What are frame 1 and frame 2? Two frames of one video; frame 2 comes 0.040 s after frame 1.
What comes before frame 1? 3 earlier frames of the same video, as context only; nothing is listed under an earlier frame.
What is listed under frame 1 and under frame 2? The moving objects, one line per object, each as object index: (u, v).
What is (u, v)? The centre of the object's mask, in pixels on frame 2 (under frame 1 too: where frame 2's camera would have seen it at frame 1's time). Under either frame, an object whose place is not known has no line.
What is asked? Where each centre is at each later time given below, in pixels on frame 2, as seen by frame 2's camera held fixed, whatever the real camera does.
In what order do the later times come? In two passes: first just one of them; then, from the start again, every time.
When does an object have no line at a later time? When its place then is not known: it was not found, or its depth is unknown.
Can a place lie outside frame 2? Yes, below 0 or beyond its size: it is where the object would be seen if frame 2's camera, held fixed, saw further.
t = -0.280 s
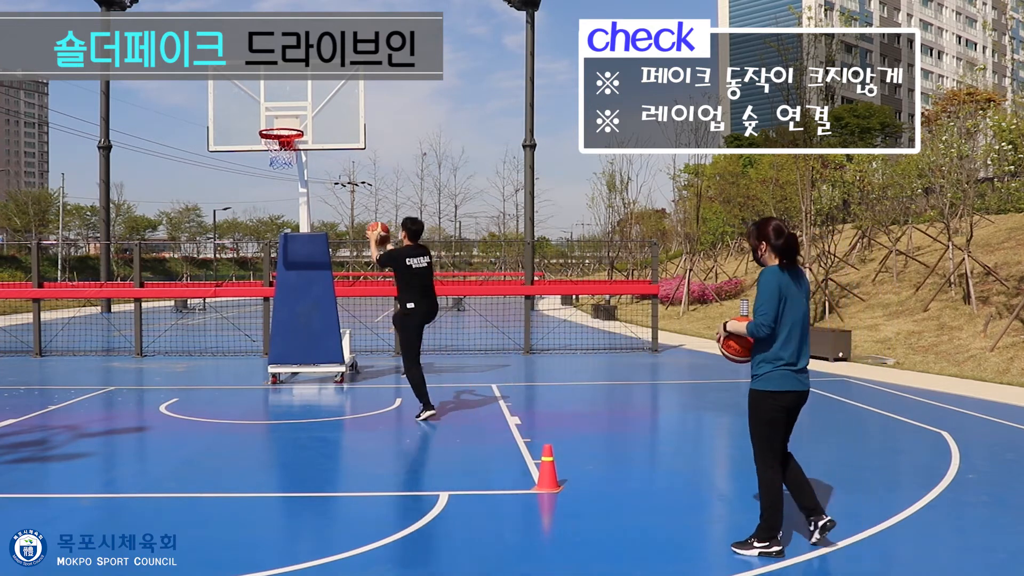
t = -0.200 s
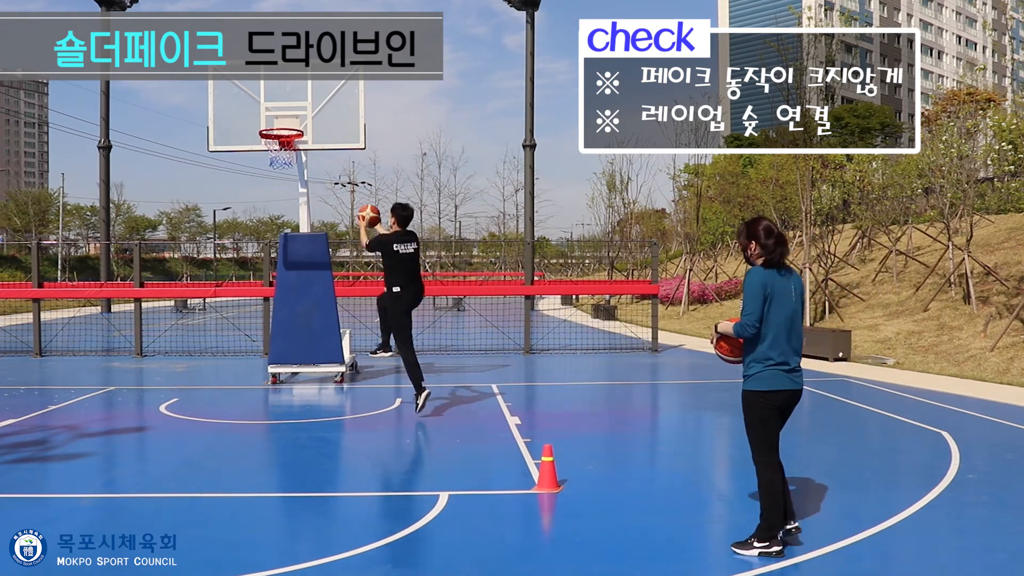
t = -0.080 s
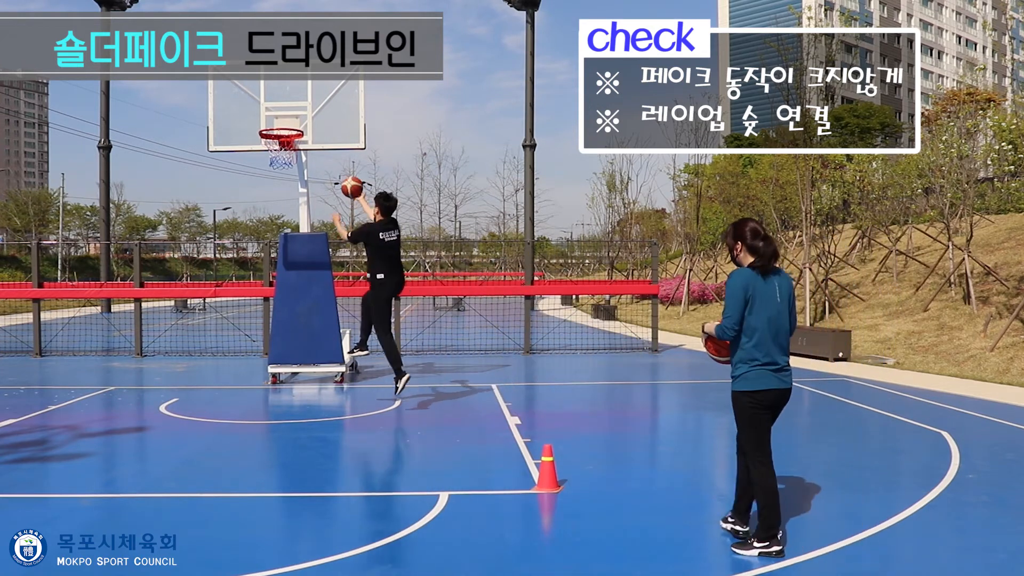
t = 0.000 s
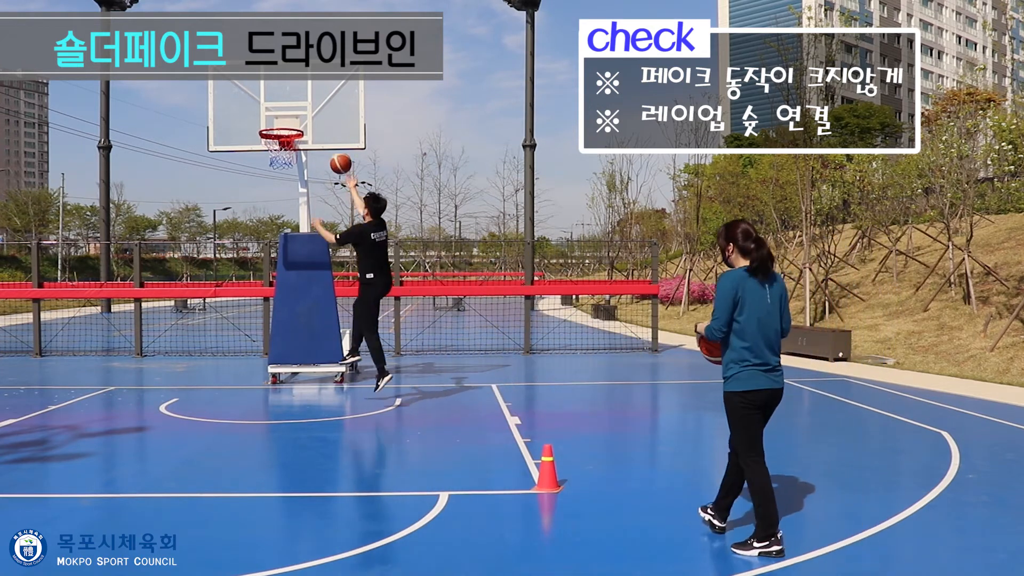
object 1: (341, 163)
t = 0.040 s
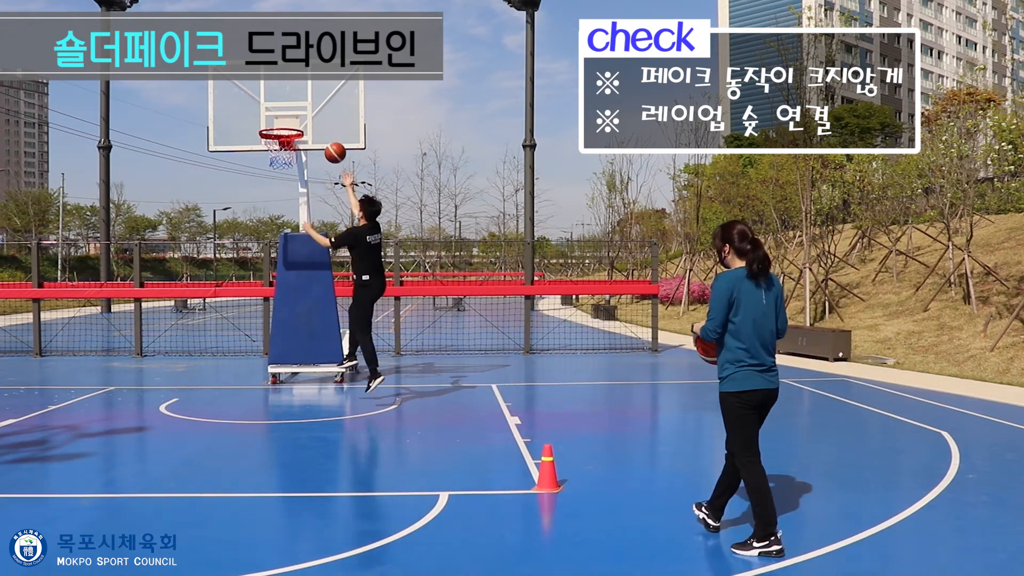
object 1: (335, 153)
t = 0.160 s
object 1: (319, 129)
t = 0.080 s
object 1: (330, 143)
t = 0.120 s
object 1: (324, 135)
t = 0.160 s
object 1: (319, 129)
